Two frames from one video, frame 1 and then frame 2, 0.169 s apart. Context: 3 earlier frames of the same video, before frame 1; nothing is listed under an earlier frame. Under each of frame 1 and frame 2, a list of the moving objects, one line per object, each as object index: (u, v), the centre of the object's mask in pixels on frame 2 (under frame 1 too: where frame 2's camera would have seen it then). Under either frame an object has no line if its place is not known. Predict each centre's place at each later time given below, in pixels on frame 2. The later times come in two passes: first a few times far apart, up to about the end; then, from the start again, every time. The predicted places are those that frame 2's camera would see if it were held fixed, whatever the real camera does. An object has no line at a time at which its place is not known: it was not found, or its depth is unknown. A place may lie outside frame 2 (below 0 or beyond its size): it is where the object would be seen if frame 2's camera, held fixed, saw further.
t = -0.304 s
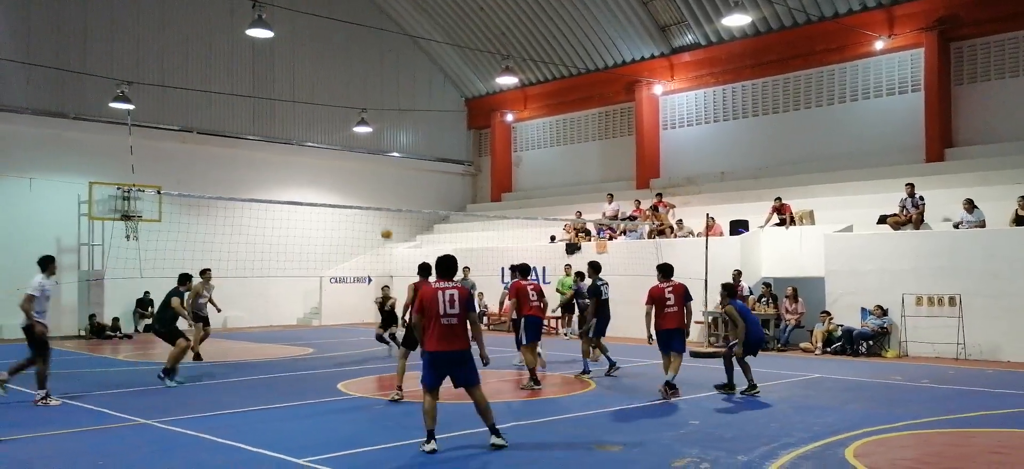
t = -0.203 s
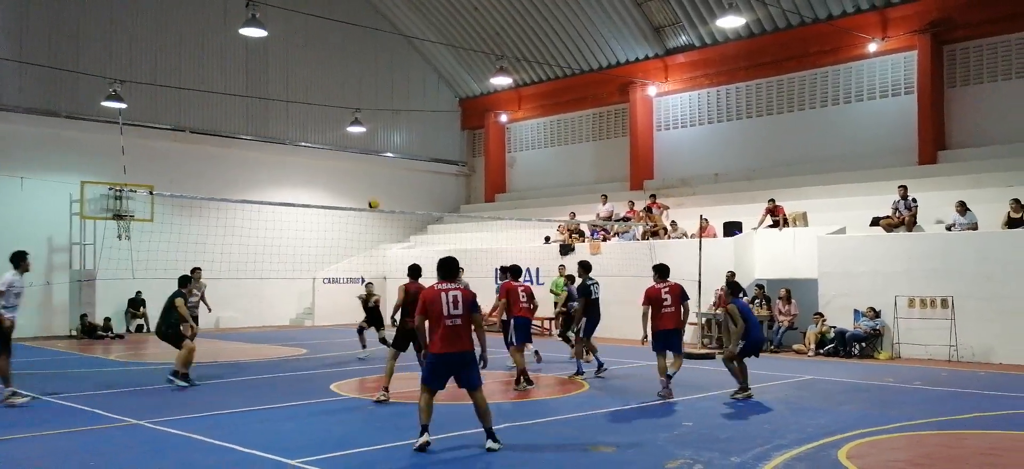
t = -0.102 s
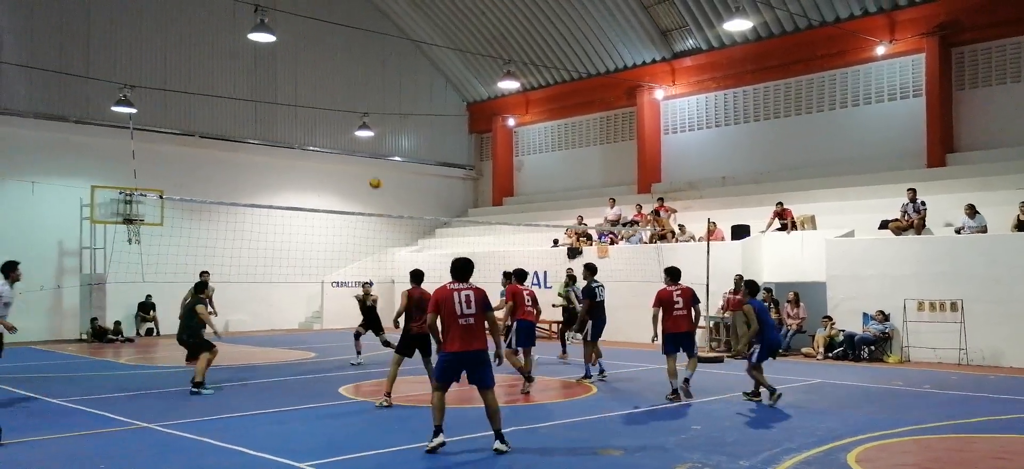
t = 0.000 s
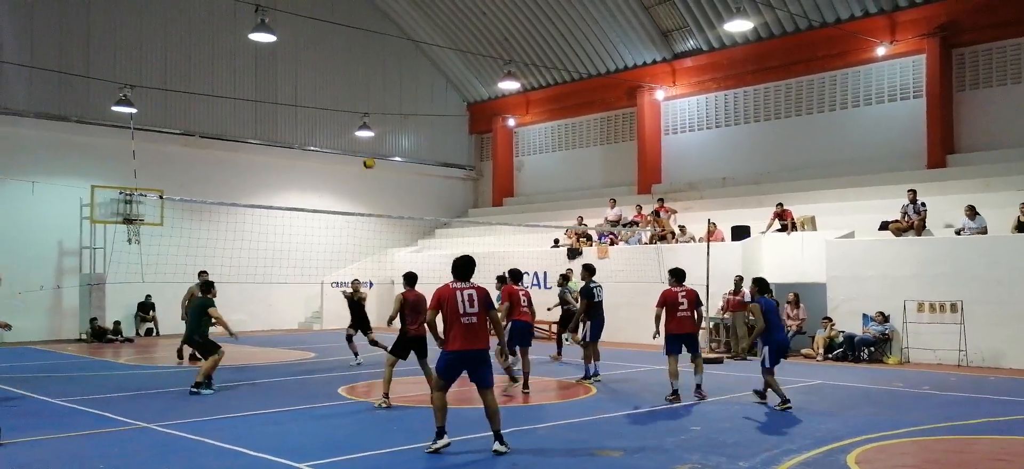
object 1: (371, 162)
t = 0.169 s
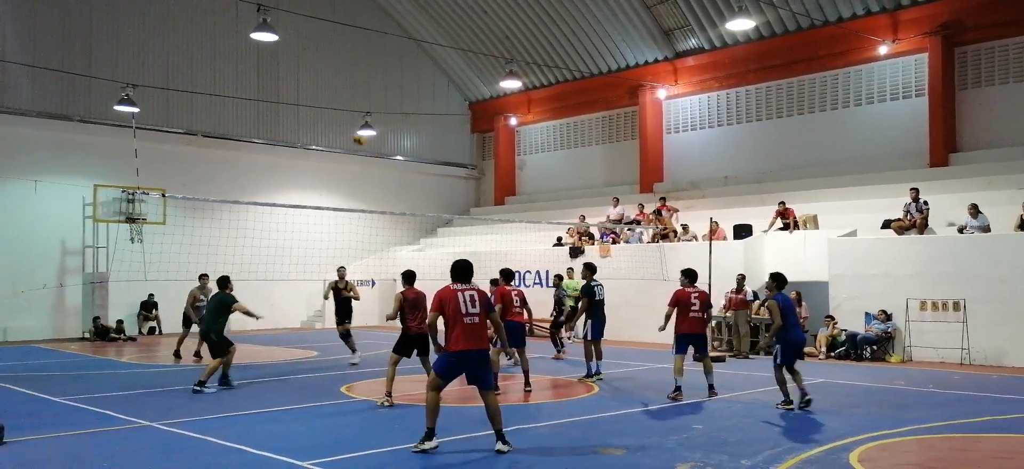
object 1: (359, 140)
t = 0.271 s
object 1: (351, 133)
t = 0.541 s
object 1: (331, 143)
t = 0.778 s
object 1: (313, 189)
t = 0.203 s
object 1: (356, 137)
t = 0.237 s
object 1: (354, 134)
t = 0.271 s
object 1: (351, 133)
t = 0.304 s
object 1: (349, 132)
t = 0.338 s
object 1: (347, 131)
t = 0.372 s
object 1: (344, 132)
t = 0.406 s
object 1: (342, 133)
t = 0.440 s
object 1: (340, 135)
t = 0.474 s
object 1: (337, 136)
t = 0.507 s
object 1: (334, 140)
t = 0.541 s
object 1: (331, 143)
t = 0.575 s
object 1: (329, 147)
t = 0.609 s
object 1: (327, 152)
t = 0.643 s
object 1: (324, 159)
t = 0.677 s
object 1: (321, 165)
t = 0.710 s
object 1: (318, 173)
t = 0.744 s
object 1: (316, 180)
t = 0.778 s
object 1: (313, 189)
